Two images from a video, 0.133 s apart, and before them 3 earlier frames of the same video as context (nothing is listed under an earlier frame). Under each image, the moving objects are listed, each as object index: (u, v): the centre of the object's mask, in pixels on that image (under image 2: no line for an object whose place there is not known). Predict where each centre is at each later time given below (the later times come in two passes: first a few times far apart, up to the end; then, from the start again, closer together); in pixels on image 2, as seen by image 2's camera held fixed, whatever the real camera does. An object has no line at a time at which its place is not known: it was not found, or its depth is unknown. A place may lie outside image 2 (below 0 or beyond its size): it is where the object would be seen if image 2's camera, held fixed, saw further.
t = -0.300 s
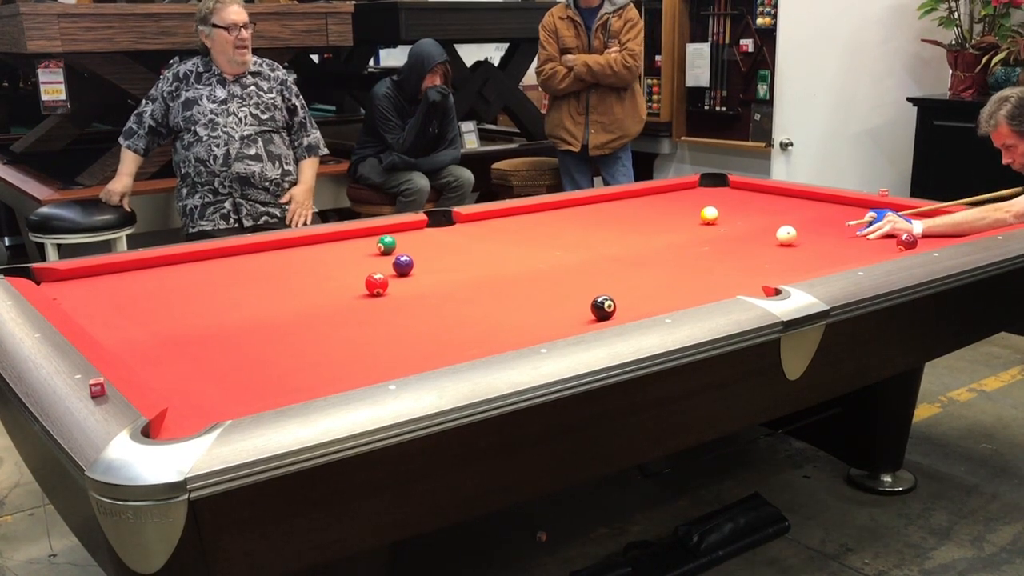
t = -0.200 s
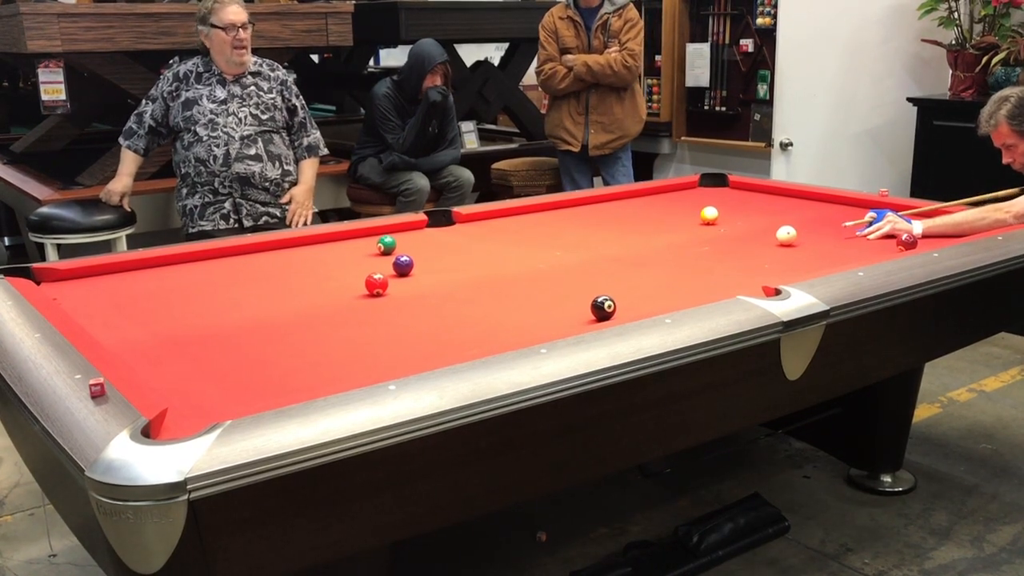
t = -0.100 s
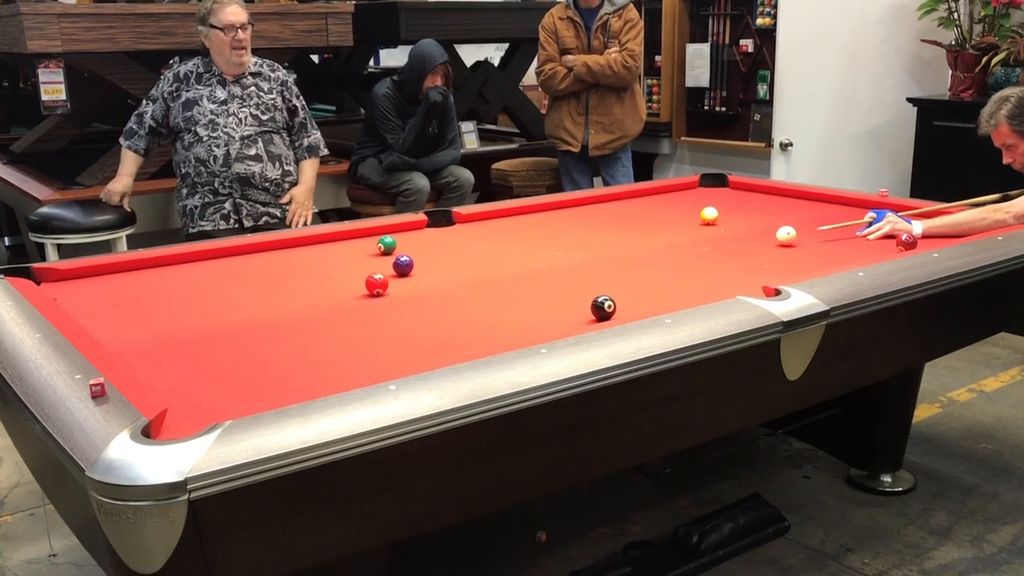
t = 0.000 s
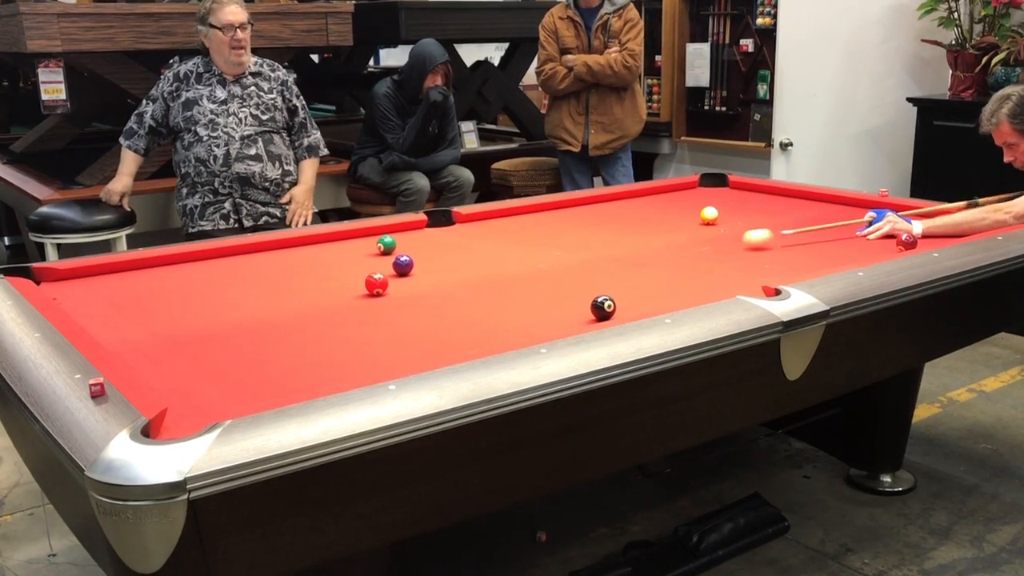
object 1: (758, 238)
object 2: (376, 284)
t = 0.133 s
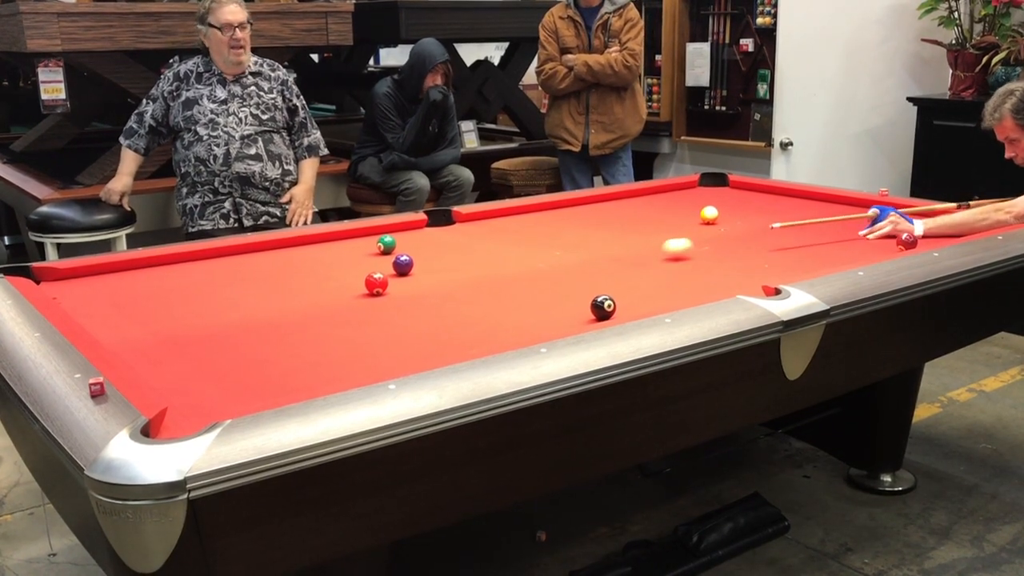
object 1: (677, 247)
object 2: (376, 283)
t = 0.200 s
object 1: (639, 252)
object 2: (376, 283)
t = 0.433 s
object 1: (503, 271)
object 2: (376, 283)
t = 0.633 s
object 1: (394, 287)
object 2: (356, 284)
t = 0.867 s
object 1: (337, 312)
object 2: (252, 281)
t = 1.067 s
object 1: (270, 336)
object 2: (183, 280)
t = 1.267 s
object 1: (192, 366)
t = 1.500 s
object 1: (211, 377)
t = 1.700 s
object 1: (274, 375)
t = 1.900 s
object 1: (336, 371)
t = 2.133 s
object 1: (393, 362)
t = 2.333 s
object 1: (419, 352)
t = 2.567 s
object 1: (446, 341)
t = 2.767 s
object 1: (467, 331)
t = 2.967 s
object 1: (485, 322)
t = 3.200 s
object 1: (505, 312)
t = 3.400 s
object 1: (520, 305)
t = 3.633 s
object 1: (536, 297)
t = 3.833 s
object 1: (548, 292)
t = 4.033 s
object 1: (558, 286)
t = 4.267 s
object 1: (570, 281)
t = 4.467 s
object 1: (578, 276)
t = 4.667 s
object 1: (586, 272)
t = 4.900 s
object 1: (595, 268)
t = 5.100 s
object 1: (601, 265)
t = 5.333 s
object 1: (608, 261)
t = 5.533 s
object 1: (613, 259)
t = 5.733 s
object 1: (618, 257)
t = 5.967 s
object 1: (623, 255)
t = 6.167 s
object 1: (627, 253)
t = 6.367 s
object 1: (629, 252)
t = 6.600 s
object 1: (631, 250)
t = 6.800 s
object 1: (633, 249)
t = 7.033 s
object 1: (634, 248)
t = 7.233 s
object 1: (635, 248)
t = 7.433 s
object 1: (636, 248)
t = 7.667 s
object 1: (636, 248)
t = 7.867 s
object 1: (636, 248)
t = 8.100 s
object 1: (636, 248)
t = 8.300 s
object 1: (636, 248)
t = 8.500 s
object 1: (636, 247)
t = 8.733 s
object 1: (636, 248)
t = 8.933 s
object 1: (636, 248)
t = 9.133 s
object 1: (636, 248)
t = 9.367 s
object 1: (636, 248)
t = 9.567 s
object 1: (636, 248)
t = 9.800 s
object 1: (636, 248)
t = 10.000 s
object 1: (636, 248)
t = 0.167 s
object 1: (658, 249)
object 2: (376, 283)
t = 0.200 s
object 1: (639, 252)
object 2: (376, 283)
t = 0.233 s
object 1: (620, 255)
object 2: (376, 283)
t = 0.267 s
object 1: (601, 257)
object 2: (376, 283)
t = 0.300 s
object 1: (582, 261)
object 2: (376, 283)
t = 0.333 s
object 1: (563, 263)
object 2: (376, 283)
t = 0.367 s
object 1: (543, 266)
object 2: (376, 283)
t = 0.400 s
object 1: (523, 268)
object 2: (376, 283)
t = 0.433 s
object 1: (503, 271)
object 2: (376, 283)
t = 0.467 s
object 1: (482, 273)
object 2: (376, 283)
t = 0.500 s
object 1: (461, 276)
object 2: (376, 283)
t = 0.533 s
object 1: (440, 279)
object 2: (376, 283)
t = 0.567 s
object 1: (419, 282)
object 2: (376, 283)
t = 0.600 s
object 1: (399, 284)
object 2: (373, 283)
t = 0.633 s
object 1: (394, 287)
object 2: (356, 284)
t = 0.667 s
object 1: (388, 291)
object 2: (339, 283)
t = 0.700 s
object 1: (382, 294)
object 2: (323, 283)
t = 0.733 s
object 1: (374, 298)
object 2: (307, 283)
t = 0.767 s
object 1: (366, 301)
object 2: (293, 282)
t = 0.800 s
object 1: (357, 305)
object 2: (278, 282)
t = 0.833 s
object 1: (347, 308)
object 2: (265, 281)
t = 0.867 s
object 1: (337, 312)
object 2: (252, 281)
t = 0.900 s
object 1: (326, 316)
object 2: (240, 281)
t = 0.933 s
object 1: (315, 320)
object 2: (228, 281)
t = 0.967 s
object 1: (304, 324)
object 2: (218, 281)
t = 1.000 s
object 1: (293, 328)
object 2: (206, 280)
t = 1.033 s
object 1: (282, 332)
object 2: (195, 279)
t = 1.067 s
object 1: (270, 336)
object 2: (183, 280)
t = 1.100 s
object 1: (257, 341)
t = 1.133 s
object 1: (245, 345)
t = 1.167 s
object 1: (232, 351)
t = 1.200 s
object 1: (219, 355)
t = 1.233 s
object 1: (206, 360)
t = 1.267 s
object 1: (192, 366)
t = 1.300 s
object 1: (178, 371)
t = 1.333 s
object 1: (163, 376)
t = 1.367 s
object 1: (160, 378)
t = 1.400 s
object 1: (174, 378)
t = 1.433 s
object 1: (188, 377)
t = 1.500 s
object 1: (211, 377)
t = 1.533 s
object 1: (221, 376)
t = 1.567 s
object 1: (232, 376)
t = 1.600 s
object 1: (243, 376)
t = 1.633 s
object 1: (253, 376)
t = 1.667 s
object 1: (264, 375)
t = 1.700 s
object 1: (274, 375)
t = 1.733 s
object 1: (285, 375)
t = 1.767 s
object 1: (295, 375)
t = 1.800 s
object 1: (306, 375)
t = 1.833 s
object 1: (316, 374)
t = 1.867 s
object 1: (326, 373)
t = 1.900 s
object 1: (336, 371)
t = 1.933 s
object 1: (346, 370)
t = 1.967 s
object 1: (357, 369)
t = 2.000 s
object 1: (366, 368)
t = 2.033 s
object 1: (376, 367)
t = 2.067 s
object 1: (384, 365)
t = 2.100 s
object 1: (388, 363)
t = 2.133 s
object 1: (393, 362)
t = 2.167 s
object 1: (398, 360)
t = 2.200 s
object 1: (402, 358)
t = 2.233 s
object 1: (406, 356)
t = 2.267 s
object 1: (410, 355)
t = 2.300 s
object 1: (415, 354)
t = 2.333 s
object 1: (419, 352)
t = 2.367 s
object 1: (423, 351)
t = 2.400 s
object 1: (427, 349)
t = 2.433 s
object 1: (431, 348)
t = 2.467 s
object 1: (435, 346)
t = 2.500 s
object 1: (439, 344)
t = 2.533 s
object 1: (442, 343)
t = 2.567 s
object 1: (446, 341)
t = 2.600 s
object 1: (449, 339)
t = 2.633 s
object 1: (453, 337)
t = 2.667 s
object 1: (457, 335)
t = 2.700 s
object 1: (460, 334)
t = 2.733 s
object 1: (463, 332)
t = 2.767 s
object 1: (467, 331)
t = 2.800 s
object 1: (470, 329)
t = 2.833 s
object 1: (473, 328)
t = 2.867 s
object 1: (476, 326)
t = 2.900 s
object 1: (479, 325)
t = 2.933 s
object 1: (482, 323)
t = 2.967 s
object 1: (485, 322)
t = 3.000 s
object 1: (488, 320)
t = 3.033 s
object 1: (491, 319)
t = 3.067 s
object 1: (494, 317)
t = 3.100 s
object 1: (497, 316)
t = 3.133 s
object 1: (500, 315)
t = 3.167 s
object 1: (502, 314)
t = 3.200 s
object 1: (505, 312)
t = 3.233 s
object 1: (507, 311)
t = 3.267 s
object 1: (510, 309)
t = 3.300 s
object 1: (513, 308)
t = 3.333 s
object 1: (515, 307)
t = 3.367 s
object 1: (517, 306)
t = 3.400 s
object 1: (520, 305)
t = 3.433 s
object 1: (522, 304)
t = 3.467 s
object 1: (525, 302)
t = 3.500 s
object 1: (527, 301)
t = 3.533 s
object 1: (529, 300)
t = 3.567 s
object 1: (531, 299)
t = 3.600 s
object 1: (533, 298)
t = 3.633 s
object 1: (536, 297)
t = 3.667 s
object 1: (537, 296)
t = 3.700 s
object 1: (540, 295)
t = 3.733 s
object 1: (542, 294)
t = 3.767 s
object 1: (543, 293)
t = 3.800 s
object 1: (546, 292)
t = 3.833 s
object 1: (548, 292)
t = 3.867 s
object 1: (549, 291)
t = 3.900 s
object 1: (551, 290)
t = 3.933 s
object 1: (553, 289)
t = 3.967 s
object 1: (555, 288)
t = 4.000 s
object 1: (557, 287)
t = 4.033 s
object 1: (558, 286)
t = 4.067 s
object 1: (560, 285)
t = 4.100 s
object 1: (562, 284)
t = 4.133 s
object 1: (563, 283)
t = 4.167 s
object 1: (565, 283)
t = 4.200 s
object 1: (567, 282)
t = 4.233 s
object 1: (568, 281)
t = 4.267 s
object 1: (570, 281)
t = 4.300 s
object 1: (571, 280)
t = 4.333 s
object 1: (572, 279)
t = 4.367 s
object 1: (574, 278)
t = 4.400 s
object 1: (576, 277)
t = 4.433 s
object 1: (577, 277)
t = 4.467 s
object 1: (578, 276)
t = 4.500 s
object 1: (580, 275)
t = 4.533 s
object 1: (581, 275)
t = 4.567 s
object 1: (582, 274)
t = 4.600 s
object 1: (584, 273)
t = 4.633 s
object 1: (585, 273)
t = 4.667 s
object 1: (586, 272)
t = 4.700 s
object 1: (588, 271)
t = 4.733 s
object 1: (589, 271)
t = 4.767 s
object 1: (590, 270)
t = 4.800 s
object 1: (592, 270)
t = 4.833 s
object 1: (593, 269)
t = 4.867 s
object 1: (594, 269)
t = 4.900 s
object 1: (595, 268)
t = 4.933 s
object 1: (596, 267)
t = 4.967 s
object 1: (597, 267)
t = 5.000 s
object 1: (598, 266)
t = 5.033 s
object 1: (599, 266)
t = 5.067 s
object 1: (600, 265)
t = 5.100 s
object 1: (601, 265)
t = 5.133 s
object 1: (602, 264)
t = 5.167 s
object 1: (603, 264)
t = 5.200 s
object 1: (604, 263)
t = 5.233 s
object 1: (605, 263)
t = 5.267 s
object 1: (606, 262)
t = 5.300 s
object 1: (607, 262)
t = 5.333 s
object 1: (608, 261)
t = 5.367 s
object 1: (609, 261)
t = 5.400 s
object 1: (610, 261)
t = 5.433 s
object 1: (611, 260)
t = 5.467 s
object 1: (612, 260)
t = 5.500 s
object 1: (613, 260)
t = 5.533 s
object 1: (613, 259)
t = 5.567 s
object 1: (614, 259)
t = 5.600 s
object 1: (615, 259)
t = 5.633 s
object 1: (616, 258)
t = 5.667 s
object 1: (617, 257)
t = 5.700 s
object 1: (617, 257)
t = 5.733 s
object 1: (618, 257)
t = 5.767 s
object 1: (618, 257)
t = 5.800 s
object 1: (619, 256)
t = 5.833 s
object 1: (620, 256)
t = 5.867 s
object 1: (621, 256)
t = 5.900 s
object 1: (621, 255)
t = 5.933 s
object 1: (622, 255)
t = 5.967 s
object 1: (623, 255)
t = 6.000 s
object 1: (623, 254)
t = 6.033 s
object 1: (624, 254)
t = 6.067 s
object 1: (625, 254)
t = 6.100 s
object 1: (625, 254)
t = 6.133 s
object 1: (626, 253)
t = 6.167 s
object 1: (627, 253)
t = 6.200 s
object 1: (627, 253)
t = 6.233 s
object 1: (627, 253)
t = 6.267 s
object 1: (628, 252)
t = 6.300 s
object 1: (628, 252)
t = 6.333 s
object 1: (629, 252)
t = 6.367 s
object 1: (629, 252)
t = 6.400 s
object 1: (630, 251)
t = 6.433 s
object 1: (630, 251)
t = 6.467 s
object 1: (630, 251)
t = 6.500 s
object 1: (630, 251)
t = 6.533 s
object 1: (631, 250)
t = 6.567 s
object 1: (631, 250)
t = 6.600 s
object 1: (631, 250)
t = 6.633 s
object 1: (631, 250)
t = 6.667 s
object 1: (632, 250)
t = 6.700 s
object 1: (632, 250)
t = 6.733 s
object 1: (632, 250)
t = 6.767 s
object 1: (633, 249)
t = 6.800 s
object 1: (633, 249)
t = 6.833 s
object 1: (633, 249)
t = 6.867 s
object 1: (633, 249)
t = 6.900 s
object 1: (634, 249)
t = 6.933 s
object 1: (634, 249)
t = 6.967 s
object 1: (634, 249)
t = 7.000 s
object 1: (634, 249)
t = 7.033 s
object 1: (634, 248)
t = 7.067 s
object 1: (635, 248)
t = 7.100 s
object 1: (635, 248)
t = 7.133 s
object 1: (635, 248)
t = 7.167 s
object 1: (635, 248)
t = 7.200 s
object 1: (635, 248)
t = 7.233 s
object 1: (635, 248)
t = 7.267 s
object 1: (635, 248)
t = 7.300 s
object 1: (635, 248)
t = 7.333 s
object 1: (635, 248)
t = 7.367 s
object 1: (636, 248)
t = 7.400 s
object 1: (636, 248)
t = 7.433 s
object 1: (636, 248)
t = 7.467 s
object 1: (636, 248)
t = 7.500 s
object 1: (636, 248)
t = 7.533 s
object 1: (636, 248)
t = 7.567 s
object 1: (636, 248)
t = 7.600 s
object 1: (636, 248)
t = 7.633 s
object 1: (636, 248)
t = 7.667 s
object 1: (636, 248)
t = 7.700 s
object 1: (636, 247)
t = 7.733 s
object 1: (636, 248)
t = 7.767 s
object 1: (636, 248)
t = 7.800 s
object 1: (636, 248)
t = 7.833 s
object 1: (636, 248)
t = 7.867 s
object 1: (636, 248)
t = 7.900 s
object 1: (636, 248)
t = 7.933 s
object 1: (636, 248)
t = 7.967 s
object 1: (636, 247)
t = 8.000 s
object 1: (636, 248)
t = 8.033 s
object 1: (636, 248)
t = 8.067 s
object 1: (636, 247)
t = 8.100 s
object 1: (636, 248)
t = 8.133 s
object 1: (636, 247)
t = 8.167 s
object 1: (636, 248)
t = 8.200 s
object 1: (636, 248)
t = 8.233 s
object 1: (636, 248)
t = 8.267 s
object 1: (636, 248)
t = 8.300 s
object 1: (636, 248)
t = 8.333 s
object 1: (636, 248)
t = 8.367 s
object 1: (636, 247)
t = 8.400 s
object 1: (636, 247)
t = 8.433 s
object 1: (636, 247)
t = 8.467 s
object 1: (636, 247)
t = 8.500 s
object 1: (636, 247)
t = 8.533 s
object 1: (636, 247)
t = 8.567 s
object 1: (636, 247)
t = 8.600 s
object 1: (636, 248)
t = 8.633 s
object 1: (636, 248)
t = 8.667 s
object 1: (636, 247)
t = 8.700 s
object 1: (636, 247)
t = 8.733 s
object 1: (636, 248)
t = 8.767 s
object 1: (636, 248)
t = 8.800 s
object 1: (636, 247)
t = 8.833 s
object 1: (636, 248)
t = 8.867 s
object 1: (636, 247)
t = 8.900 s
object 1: (636, 248)
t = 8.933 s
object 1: (636, 248)
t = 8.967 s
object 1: (636, 247)
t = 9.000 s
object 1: (636, 247)
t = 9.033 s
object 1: (636, 248)
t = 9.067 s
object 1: (636, 247)
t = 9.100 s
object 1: (636, 248)
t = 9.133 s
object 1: (636, 248)
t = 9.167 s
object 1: (636, 248)
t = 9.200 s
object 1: (636, 247)
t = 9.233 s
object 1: (636, 248)
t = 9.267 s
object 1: (636, 248)
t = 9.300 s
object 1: (636, 248)
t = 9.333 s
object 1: (636, 248)
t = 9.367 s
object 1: (636, 248)
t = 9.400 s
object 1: (636, 248)
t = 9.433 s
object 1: (636, 248)
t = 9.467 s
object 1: (636, 248)
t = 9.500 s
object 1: (636, 248)
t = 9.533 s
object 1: (636, 248)
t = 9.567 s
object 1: (636, 248)
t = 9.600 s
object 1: (636, 248)
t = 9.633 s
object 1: (636, 248)
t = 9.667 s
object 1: (636, 248)
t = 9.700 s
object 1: (636, 248)
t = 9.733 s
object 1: (636, 248)
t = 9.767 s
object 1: (636, 248)
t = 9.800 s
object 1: (636, 248)
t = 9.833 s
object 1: (636, 248)
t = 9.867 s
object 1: (636, 248)
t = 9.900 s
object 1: (636, 248)
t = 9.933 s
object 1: (636, 248)
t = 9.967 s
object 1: (636, 248)
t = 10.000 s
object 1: (636, 248)
